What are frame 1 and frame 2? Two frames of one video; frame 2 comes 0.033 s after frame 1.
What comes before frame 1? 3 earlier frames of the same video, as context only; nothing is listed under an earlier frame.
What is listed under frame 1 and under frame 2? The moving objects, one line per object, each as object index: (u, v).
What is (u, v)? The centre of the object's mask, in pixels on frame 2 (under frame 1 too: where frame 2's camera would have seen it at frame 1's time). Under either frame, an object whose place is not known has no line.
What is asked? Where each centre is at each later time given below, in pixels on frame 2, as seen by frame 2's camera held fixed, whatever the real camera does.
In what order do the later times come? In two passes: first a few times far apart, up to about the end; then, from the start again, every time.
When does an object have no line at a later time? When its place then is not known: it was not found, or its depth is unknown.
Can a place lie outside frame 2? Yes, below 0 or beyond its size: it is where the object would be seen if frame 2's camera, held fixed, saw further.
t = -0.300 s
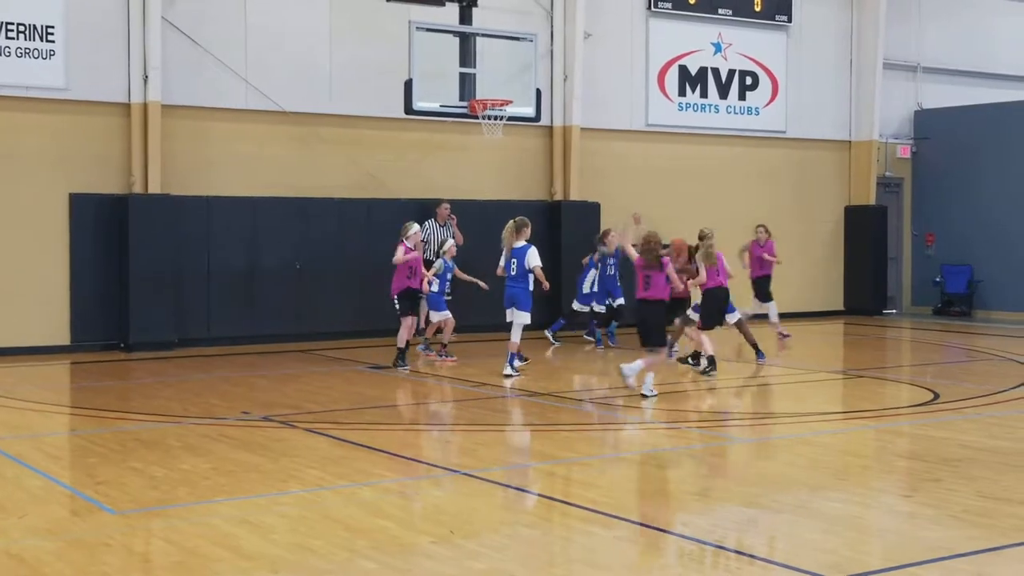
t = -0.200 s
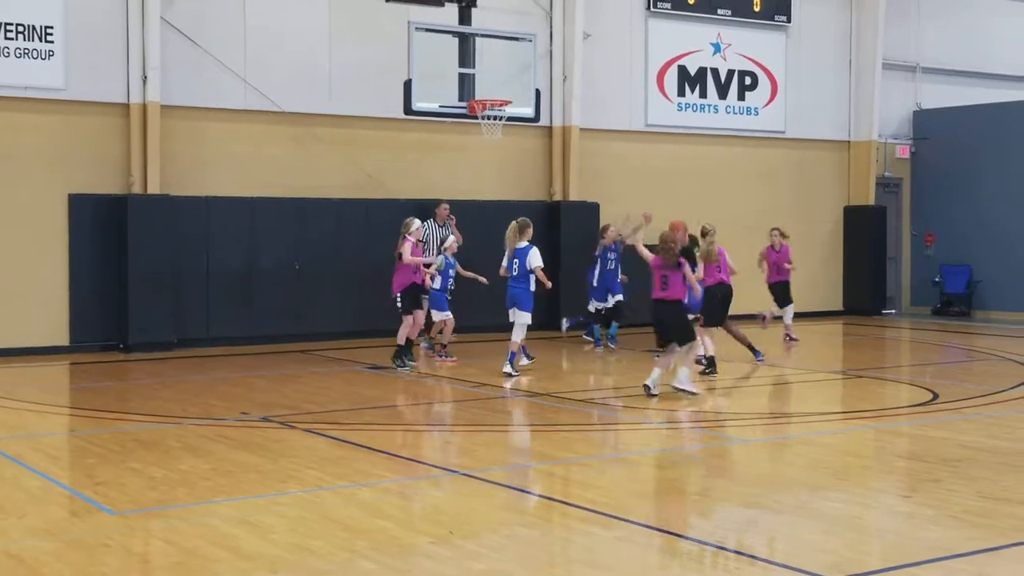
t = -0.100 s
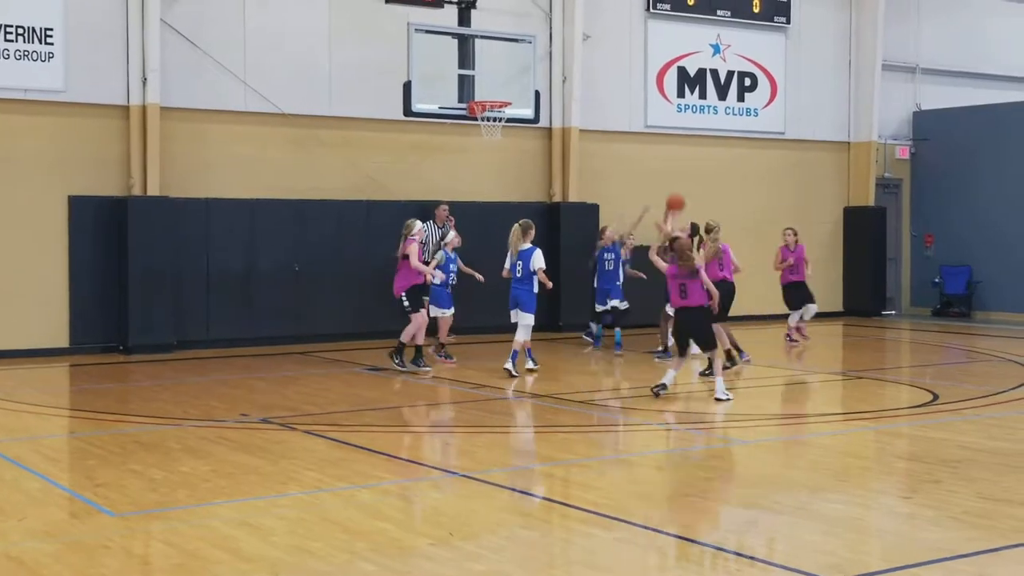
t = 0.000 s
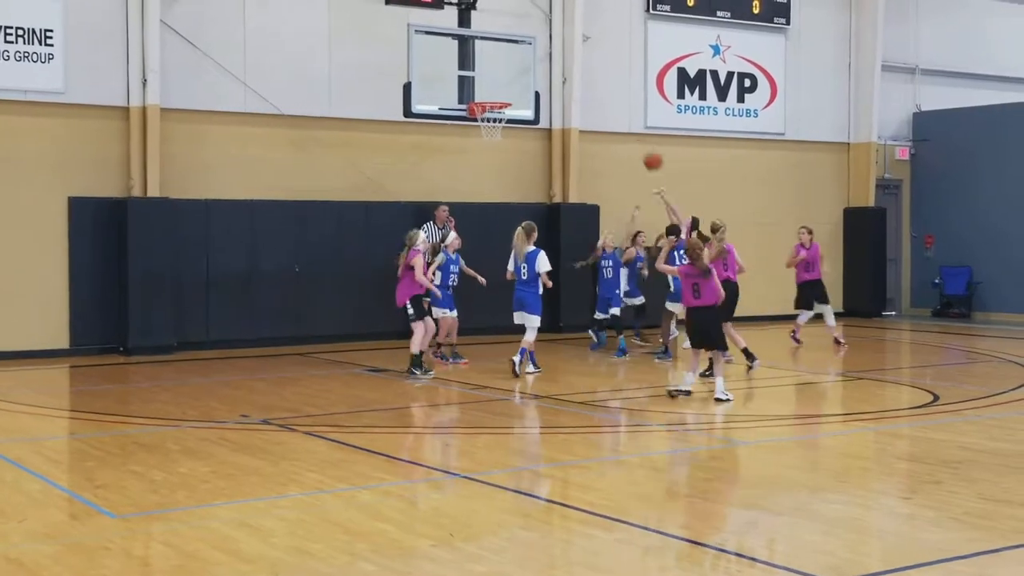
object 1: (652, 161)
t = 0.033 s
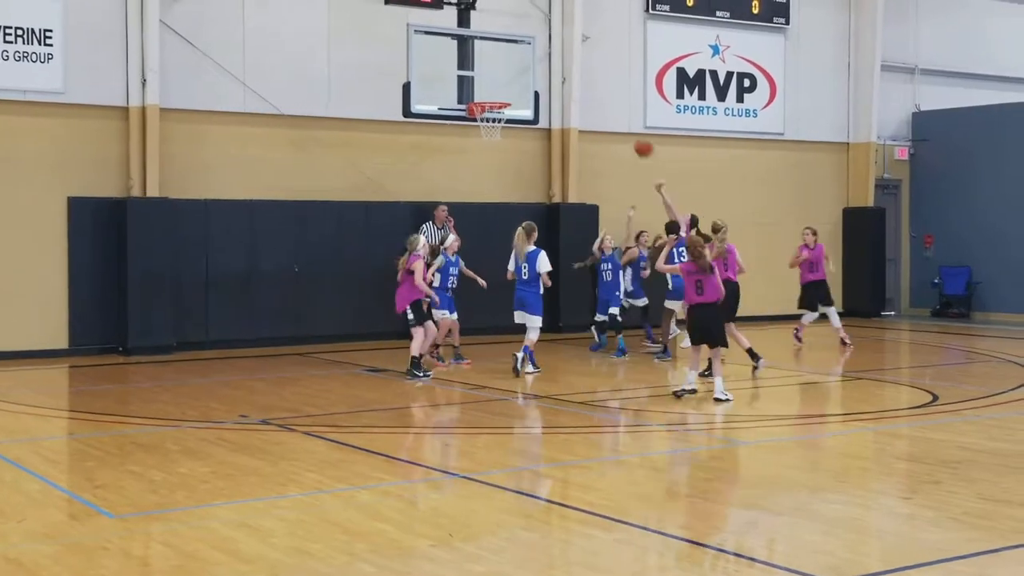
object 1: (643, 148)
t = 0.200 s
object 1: (602, 97)
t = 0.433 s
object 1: (546, 64)
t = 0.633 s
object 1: (515, 70)
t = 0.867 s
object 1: (525, 87)
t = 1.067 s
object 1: (559, 83)
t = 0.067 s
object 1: (635, 136)
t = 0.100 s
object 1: (627, 124)
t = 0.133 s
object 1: (619, 114)
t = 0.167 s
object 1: (610, 105)
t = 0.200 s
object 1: (602, 97)
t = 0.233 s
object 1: (594, 89)
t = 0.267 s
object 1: (587, 83)
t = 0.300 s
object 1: (578, 77)
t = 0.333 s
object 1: (570, 73)
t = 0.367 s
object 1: (563, 69)
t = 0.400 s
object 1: (554, 66)
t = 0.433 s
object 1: (546, 64)
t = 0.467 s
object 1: (539, 63)
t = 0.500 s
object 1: (531, 63)
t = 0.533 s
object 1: (523, 63)
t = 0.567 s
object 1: (516, 65)
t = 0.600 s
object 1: (516, 67)
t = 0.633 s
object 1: (515, 70)
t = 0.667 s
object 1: (515, 74)
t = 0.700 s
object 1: (514, 79)
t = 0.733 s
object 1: (514, 84)
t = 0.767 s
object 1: (514, 91)
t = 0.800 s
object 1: (515, 96)
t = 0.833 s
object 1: (520, 91)
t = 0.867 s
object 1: (525, 87)
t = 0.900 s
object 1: (531, 84)
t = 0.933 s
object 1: (536, 82)
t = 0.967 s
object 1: (541, 82)
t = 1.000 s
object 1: (547, 81)
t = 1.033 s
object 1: (553, 82)
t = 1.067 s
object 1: (559, 83)
